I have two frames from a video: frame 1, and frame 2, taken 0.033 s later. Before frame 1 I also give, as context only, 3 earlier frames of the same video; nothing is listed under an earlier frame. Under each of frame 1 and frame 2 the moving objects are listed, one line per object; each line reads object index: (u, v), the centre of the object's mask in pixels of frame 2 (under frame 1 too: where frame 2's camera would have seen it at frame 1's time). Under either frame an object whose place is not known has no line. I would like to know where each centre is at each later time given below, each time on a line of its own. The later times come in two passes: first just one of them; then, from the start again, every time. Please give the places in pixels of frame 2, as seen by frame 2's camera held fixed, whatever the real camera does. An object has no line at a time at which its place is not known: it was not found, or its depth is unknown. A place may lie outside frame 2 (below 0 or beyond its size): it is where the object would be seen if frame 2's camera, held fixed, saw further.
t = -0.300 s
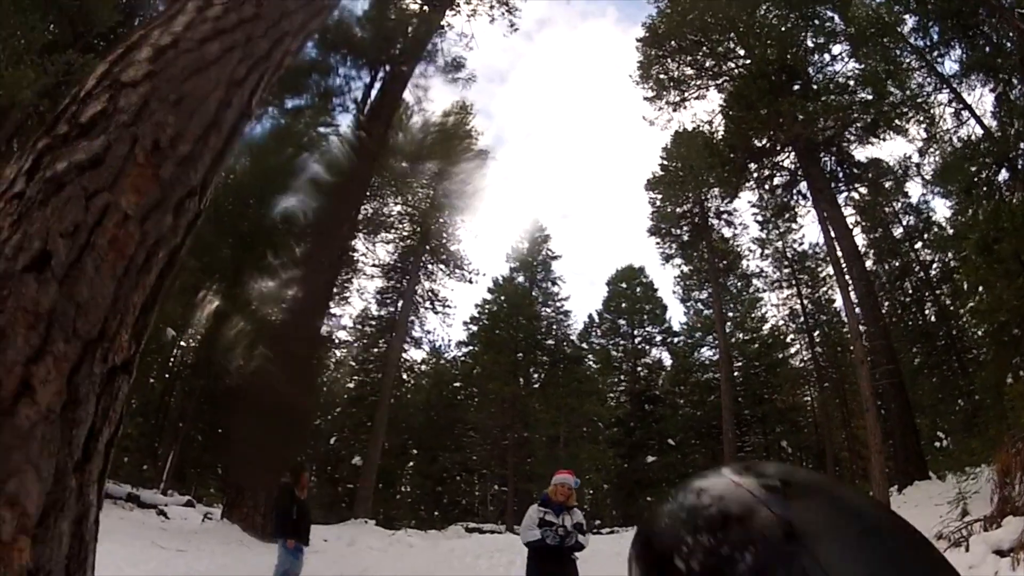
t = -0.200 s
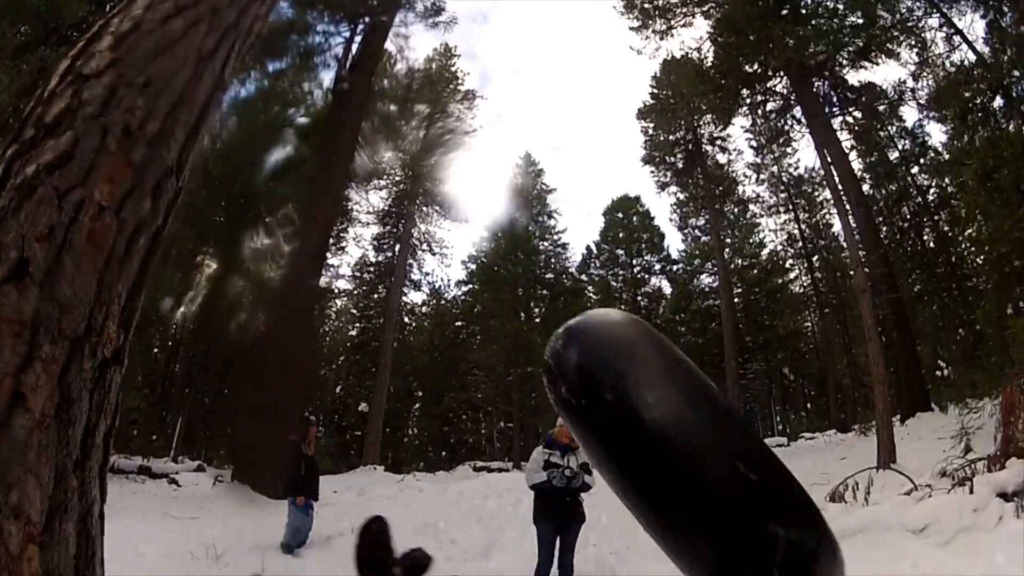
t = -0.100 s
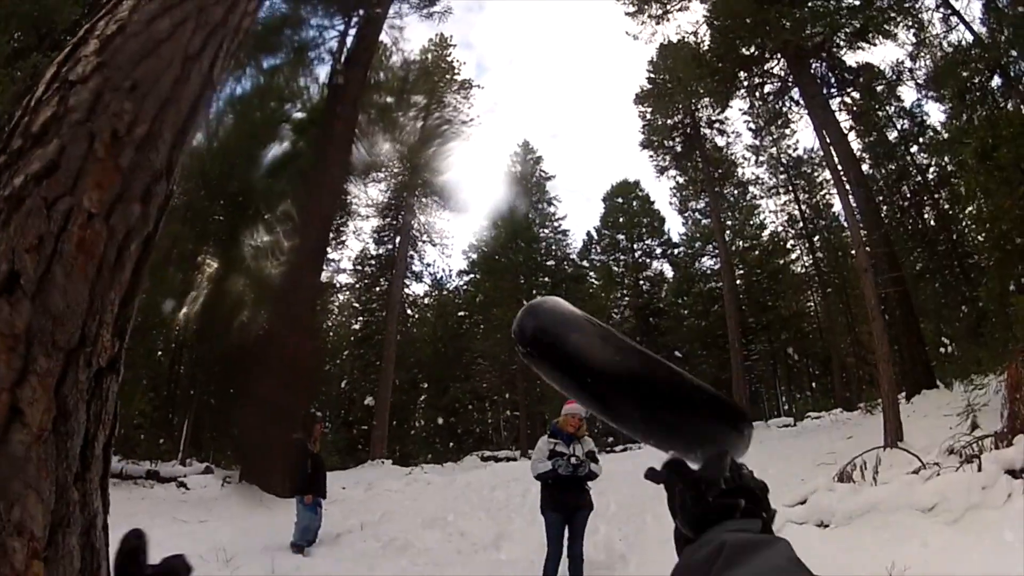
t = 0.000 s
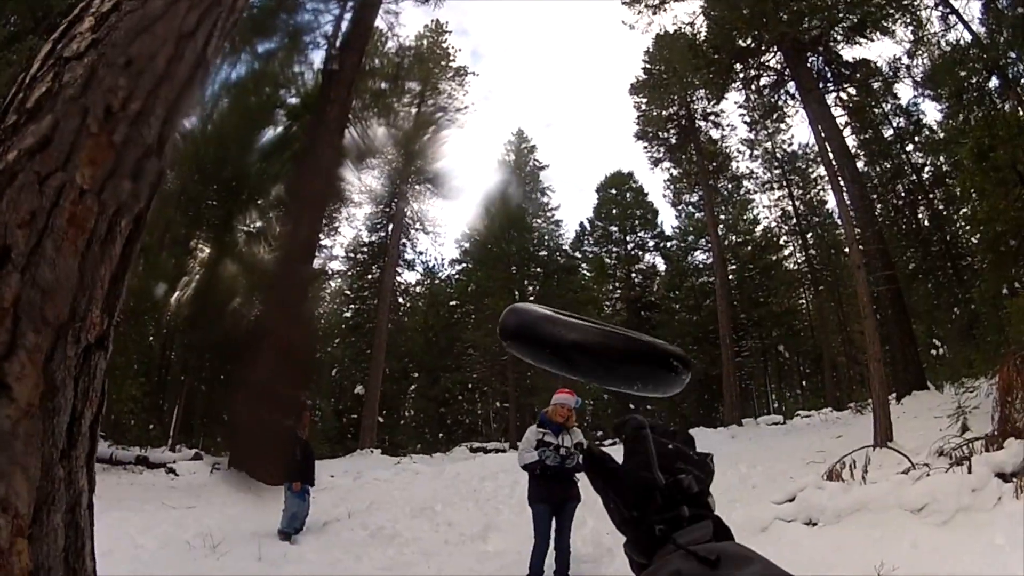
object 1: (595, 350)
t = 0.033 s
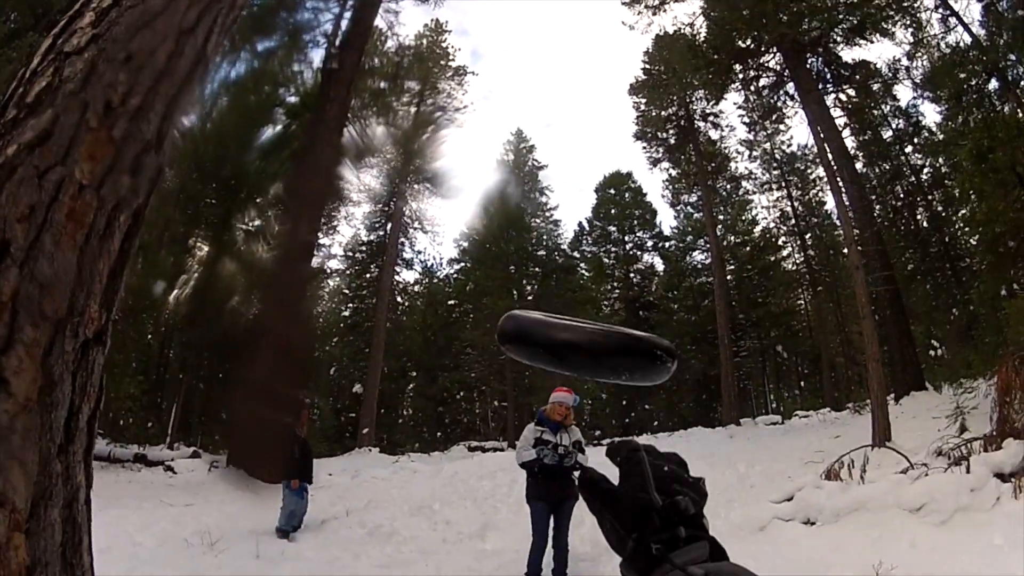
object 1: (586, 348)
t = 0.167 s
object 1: (570, 357)
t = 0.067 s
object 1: (582, 348)
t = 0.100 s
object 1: (578, 348)
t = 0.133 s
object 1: (574, 351)
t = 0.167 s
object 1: (570, 357)
